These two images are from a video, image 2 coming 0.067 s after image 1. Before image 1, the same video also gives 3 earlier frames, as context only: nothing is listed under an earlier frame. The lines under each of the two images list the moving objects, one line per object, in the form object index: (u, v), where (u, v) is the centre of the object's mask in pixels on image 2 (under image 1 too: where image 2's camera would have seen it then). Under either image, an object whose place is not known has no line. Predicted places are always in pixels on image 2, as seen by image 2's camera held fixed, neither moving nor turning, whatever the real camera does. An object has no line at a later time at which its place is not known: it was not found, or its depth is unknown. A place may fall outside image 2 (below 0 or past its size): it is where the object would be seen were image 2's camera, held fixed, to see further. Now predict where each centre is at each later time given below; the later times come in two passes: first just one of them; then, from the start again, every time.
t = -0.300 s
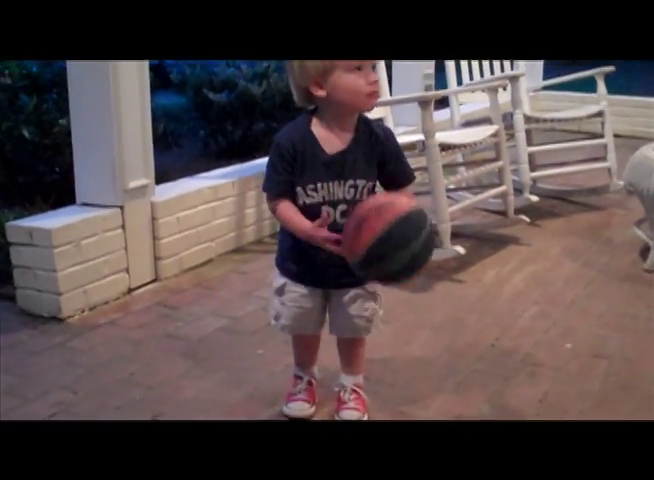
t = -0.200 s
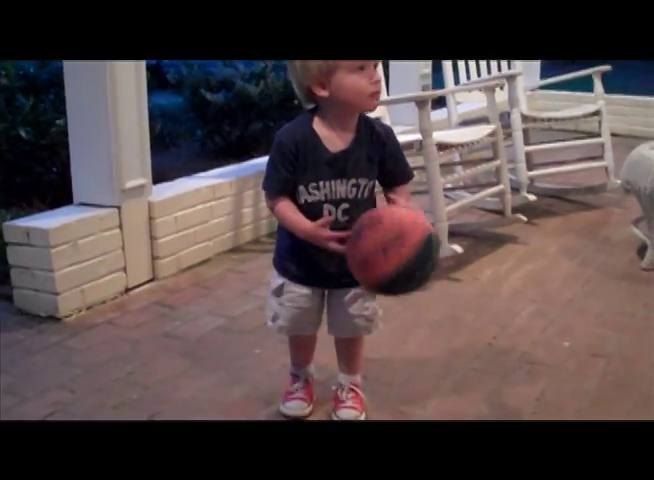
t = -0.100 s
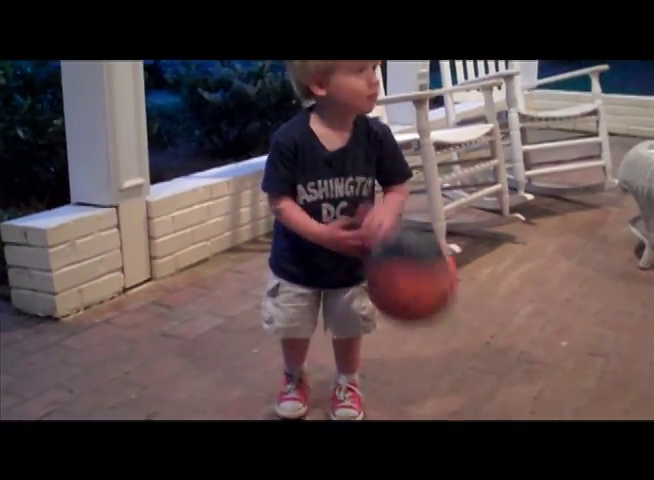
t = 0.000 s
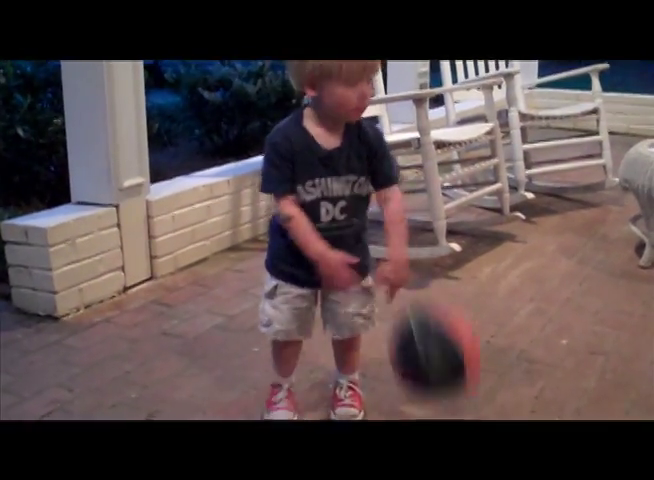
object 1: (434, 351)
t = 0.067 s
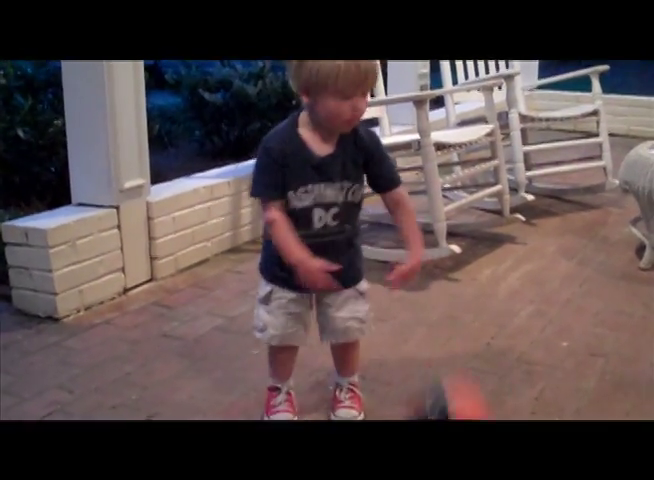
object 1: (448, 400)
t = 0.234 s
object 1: (494, 334)
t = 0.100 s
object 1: (458, 398)
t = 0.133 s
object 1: (467, 386)
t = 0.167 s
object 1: (476, 366)
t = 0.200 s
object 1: (485, 349)
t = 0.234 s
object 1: (494, 334)
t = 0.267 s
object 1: (503, 324)
